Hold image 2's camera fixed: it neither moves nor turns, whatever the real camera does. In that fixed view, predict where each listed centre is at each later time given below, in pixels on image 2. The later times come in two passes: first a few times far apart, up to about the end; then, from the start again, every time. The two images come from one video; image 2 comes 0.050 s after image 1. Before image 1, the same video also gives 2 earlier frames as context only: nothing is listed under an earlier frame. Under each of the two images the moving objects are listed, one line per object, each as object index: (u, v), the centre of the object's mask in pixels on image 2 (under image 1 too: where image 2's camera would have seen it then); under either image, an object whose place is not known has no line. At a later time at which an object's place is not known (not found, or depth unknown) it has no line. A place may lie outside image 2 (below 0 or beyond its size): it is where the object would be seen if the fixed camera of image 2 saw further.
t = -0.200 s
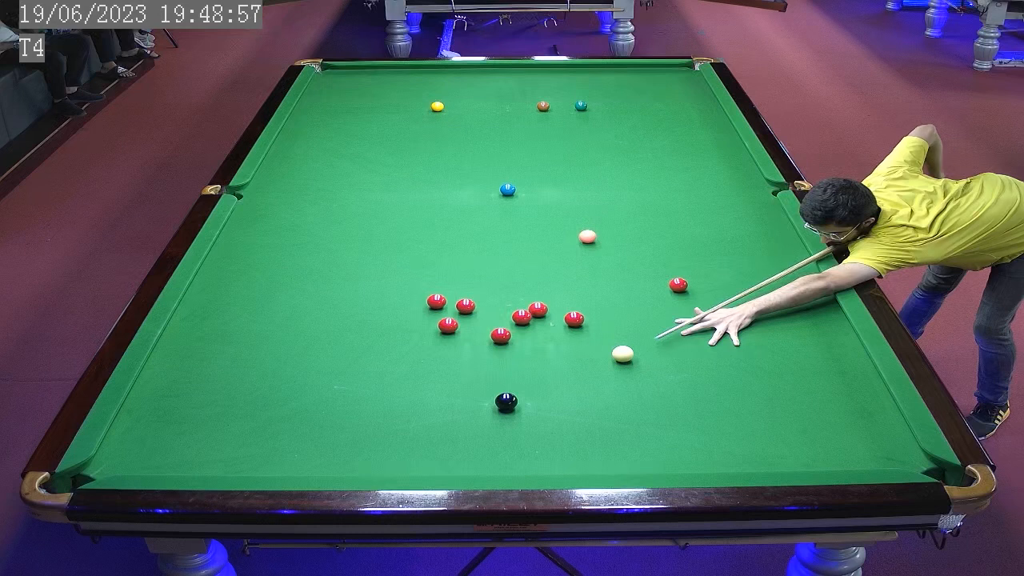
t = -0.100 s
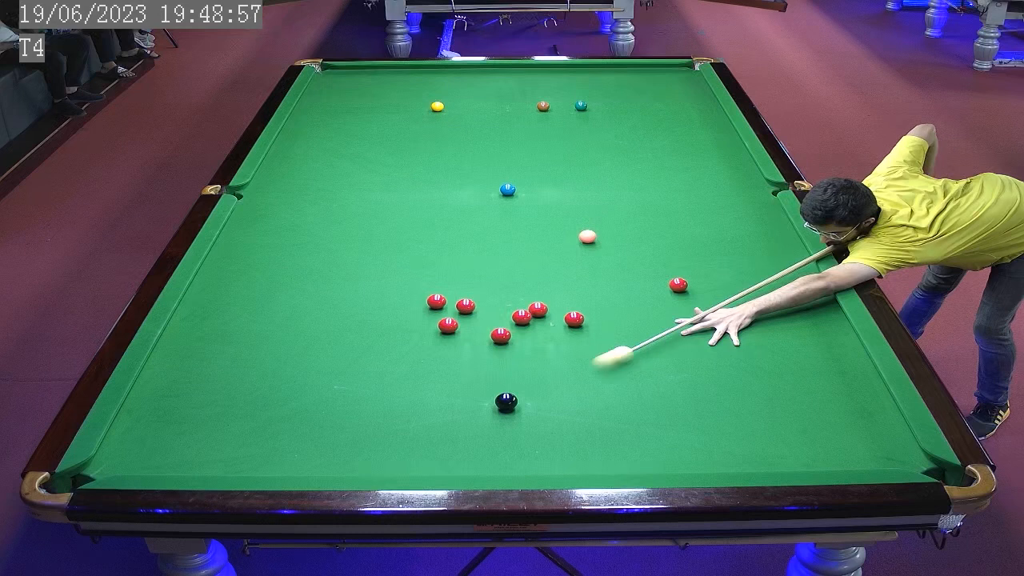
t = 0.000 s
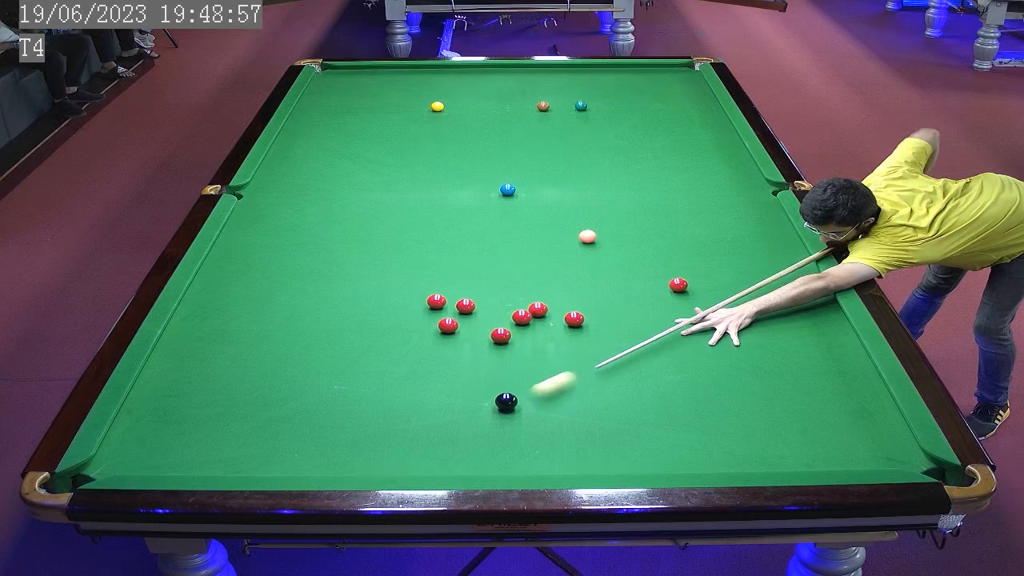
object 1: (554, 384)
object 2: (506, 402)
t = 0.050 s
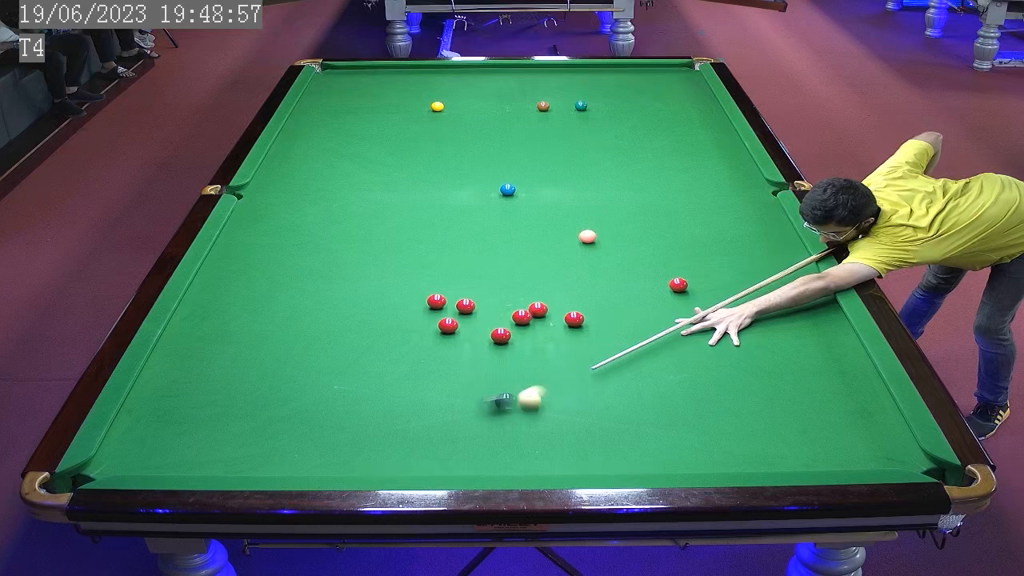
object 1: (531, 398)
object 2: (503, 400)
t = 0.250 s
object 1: (535, 428)
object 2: (385, 422)
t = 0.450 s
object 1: (539, 460)
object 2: (291, 439)
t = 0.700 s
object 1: (553, 449)
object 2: (172, 462)
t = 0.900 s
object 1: (564, 428)
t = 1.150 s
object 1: (577, 406)
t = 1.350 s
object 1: (586, 389)
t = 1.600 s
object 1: (597, 370)
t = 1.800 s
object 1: (605, 356)
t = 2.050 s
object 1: (613, 340)
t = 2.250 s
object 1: (620, 329)
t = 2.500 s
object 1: (627, 316)
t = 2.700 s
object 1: (631, 307)
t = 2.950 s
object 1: (637, 297)
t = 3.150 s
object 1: (641, 289)
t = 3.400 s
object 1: (646, 280)
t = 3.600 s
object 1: (649, 274)
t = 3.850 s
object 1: (653, 267)
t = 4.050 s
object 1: (655, 261)
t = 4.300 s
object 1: (658, 255)
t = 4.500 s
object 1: (660, 251)
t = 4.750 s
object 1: (661, 247)
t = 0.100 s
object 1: (532, 406)
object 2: (470, 405)
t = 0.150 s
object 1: (533, 413)
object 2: (440, 410)
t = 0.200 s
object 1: (534, 421)
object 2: (411, 418)
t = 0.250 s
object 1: (535, 428)
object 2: (385, 422)
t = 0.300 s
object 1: (536, 437)
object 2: (362, 427)
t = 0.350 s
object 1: (537, 444)
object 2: (338, 431)
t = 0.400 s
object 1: (538, 452)
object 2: (315, 435)
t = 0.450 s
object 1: (539, 460)
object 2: (291, 439)
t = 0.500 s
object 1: (540, 465)
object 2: (267, 444)
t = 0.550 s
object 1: (543, 464)
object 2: (243, 448)
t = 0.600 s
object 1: (546, 460)
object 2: (219, 453)
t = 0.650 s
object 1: (550, 454)
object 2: (195, 458)
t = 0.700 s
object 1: (553, 449)
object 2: (172, 462)
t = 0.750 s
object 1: (556, 443)
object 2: (149, 464)
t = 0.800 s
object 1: (559, 438)
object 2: (126, 467)
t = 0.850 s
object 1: (561, 433)
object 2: (102, 471)
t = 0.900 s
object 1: (564, 428)
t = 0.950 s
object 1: (567, 424)
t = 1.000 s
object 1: (569, 419)
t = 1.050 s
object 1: (572, 414)
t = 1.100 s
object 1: (575, 410)
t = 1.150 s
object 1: (577, 406)
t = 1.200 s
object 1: (579, 401)
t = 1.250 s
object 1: (582, 397)
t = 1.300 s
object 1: (584, 393)
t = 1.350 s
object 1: (586, 389)
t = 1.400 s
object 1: (589, 385)
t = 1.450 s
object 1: (591, 381)
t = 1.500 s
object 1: (593, 377)
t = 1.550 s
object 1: (595, 374)
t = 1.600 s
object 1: (597, 370)
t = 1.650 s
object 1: (599, 366)
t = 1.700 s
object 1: (601, 363)
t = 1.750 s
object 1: (603, 359)
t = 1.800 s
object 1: (605, 356)
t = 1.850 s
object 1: (607, 353)
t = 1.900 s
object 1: (608, 350)
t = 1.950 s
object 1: (610, 347)
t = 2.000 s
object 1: (612, 343)
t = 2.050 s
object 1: (613, 340)
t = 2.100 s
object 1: (615, 337)
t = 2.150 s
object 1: (616, 335)
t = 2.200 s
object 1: (618, 332)
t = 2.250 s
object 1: (620, 329)
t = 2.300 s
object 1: (621, 326)
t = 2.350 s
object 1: (622, 324)
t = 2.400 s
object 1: (624, 321)
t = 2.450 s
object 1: (625, 319)
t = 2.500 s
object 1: (627, 316)
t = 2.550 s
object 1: (628, 314)
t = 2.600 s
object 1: (629, 311)
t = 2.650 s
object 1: (630, 309)
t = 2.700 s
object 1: (631, 307)
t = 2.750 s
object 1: (633, 305)
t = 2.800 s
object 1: (634, 303)
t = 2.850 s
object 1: (635, 300)
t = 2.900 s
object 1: (636, 298)
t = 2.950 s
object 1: (637, 297)
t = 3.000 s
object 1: (638, 294)
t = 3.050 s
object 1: (639, 292)
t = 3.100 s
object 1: (640, 291)
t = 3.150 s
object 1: (641, 289)
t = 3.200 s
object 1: (642, 287)
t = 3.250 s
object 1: (643, 285)
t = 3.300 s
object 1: (644, 283)
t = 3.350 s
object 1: (645, 282)
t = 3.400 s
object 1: (646, 280)
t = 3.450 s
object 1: (646, 278)
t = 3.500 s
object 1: (647, 277)
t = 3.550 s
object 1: (648, 275)
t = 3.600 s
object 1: (649, 274)
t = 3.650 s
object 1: (650, 272)
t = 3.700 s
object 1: (651, 271)
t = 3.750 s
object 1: (651, 269)
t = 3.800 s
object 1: (652, 268)
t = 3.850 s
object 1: (653, 267)
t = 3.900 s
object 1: (653, 265)
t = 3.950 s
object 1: (654, 264)
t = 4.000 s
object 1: (654, 263)
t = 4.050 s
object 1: (655, 261)
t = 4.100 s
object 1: (656, 260)
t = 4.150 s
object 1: (656, 259)
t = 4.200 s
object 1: (657, 258)
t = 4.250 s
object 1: (658, 256)
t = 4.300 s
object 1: (658, 255)
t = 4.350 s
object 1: (658, 254)
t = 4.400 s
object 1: (659, 253)
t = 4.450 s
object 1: (659, 252)
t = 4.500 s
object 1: (660, 251)
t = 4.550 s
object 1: (660, 250)
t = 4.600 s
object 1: (660, 249)
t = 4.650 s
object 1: (661, 248)
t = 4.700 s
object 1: (661, 247)
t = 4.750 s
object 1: (661, 247)
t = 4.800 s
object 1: (661, 246)
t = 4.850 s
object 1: (661, 245)
